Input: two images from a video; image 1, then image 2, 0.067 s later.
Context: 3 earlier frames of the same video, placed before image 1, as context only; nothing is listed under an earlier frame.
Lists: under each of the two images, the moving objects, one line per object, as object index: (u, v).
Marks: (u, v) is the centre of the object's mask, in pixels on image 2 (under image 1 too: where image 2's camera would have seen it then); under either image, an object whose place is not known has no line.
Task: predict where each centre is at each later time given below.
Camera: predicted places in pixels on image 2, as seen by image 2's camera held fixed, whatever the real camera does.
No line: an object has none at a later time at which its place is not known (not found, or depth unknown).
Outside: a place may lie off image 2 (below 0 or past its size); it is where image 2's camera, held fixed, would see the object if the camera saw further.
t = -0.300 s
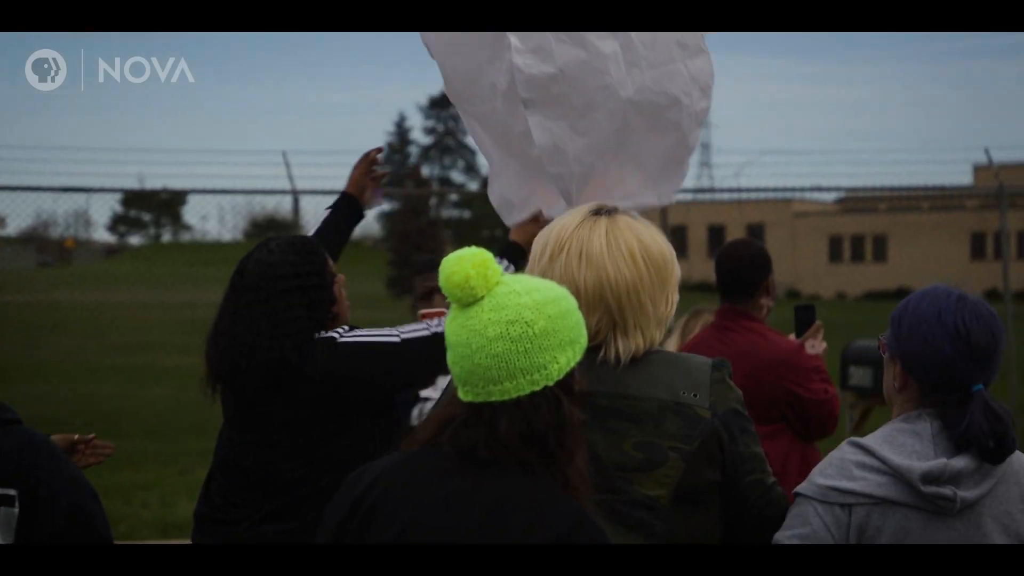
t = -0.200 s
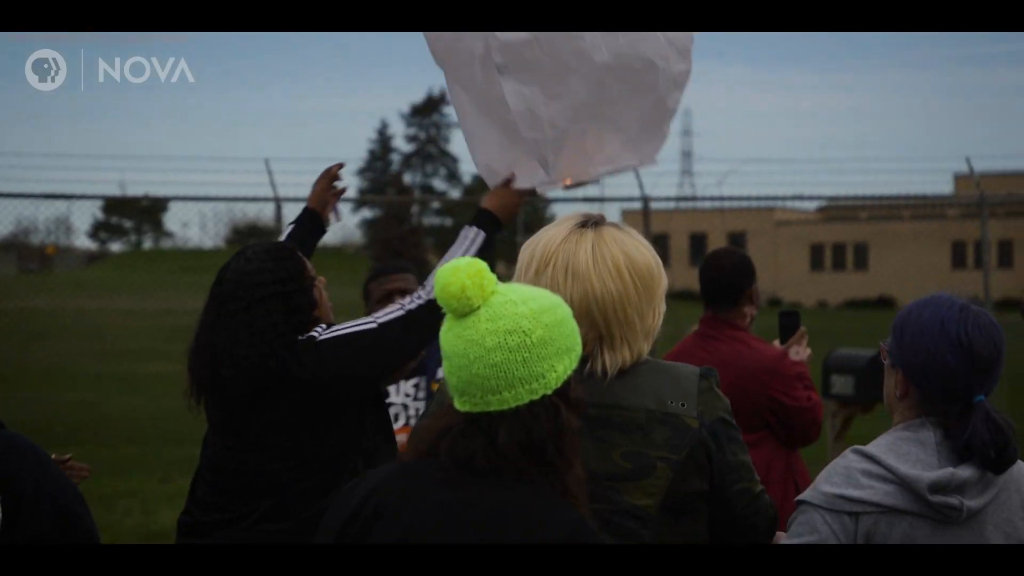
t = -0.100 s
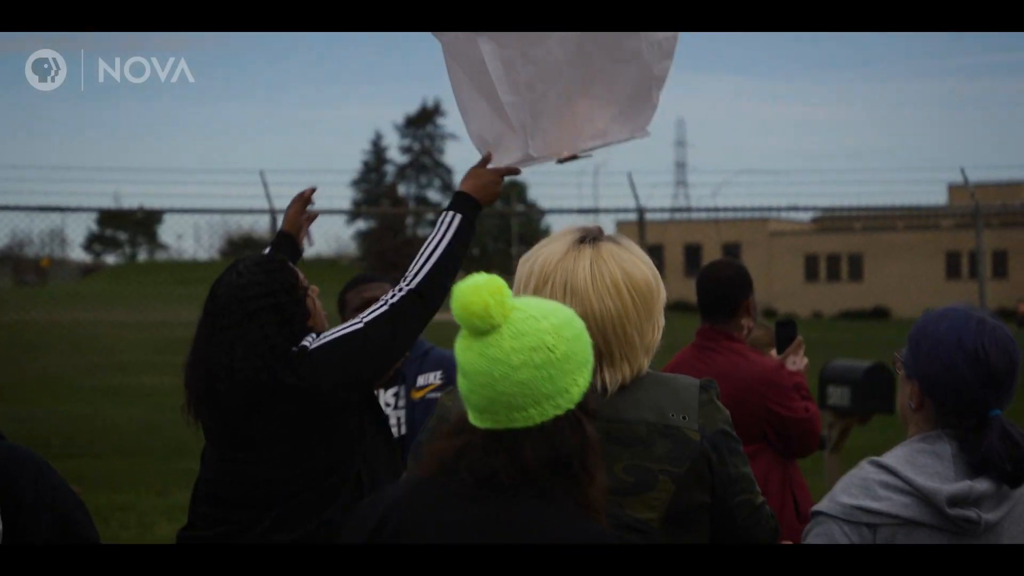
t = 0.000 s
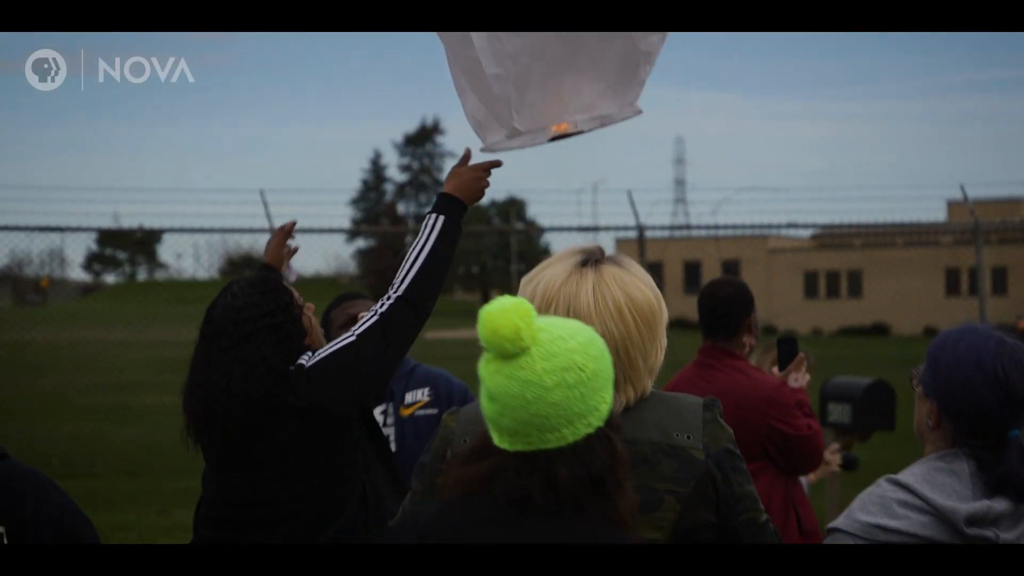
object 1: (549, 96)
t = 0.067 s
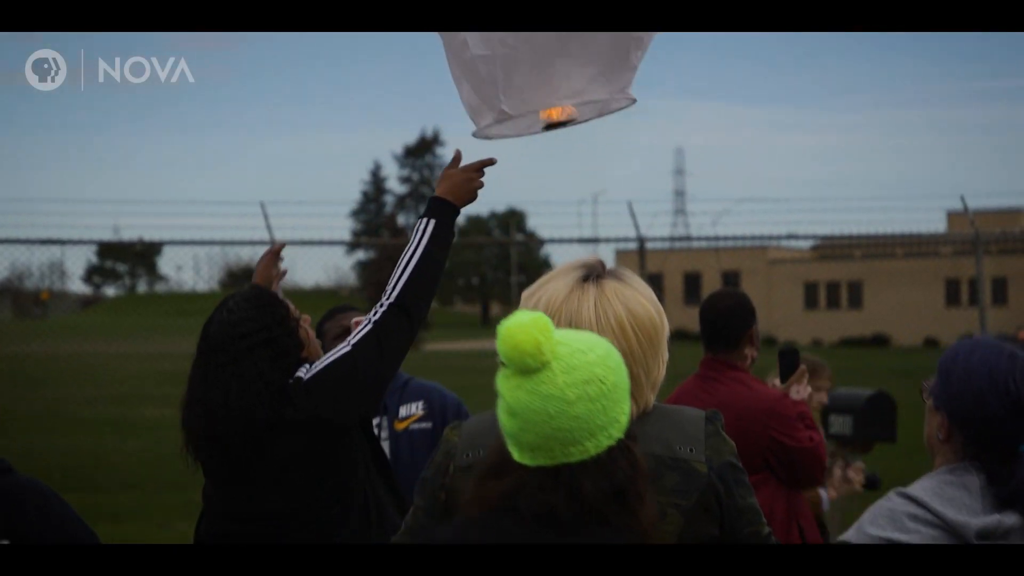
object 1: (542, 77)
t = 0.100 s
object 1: (539, 66)
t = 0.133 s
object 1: (535, 51)
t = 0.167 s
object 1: (532, 32)
